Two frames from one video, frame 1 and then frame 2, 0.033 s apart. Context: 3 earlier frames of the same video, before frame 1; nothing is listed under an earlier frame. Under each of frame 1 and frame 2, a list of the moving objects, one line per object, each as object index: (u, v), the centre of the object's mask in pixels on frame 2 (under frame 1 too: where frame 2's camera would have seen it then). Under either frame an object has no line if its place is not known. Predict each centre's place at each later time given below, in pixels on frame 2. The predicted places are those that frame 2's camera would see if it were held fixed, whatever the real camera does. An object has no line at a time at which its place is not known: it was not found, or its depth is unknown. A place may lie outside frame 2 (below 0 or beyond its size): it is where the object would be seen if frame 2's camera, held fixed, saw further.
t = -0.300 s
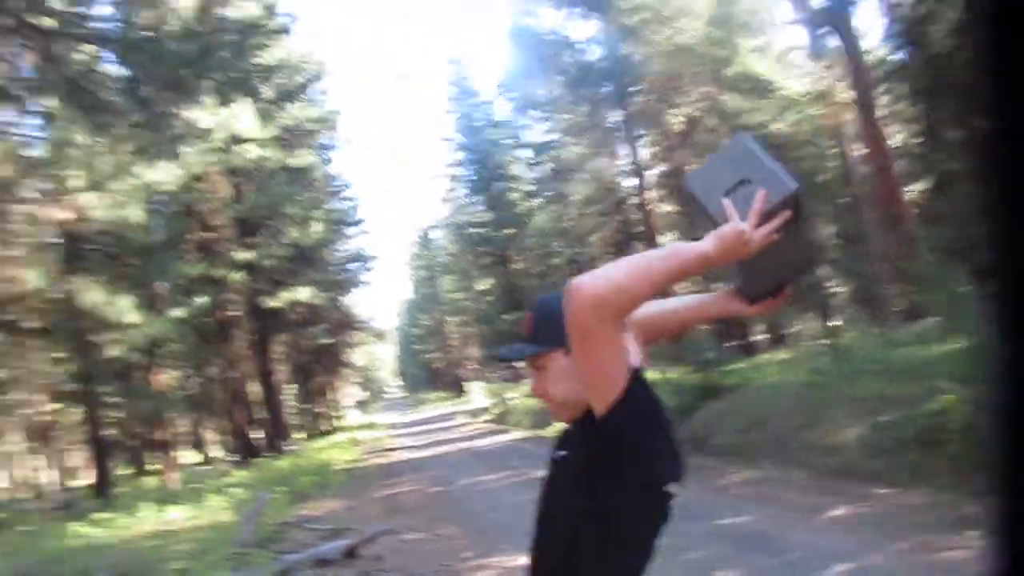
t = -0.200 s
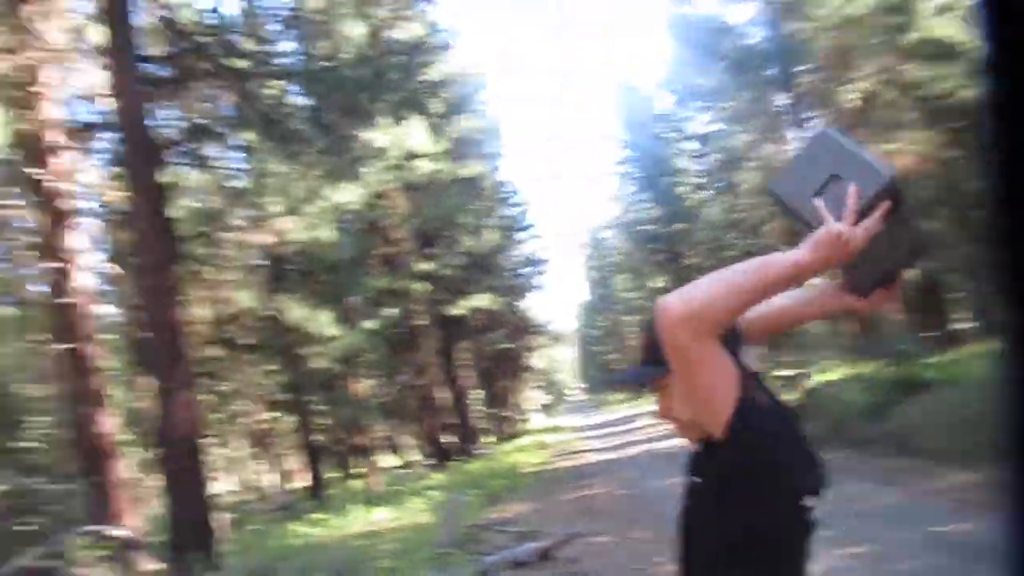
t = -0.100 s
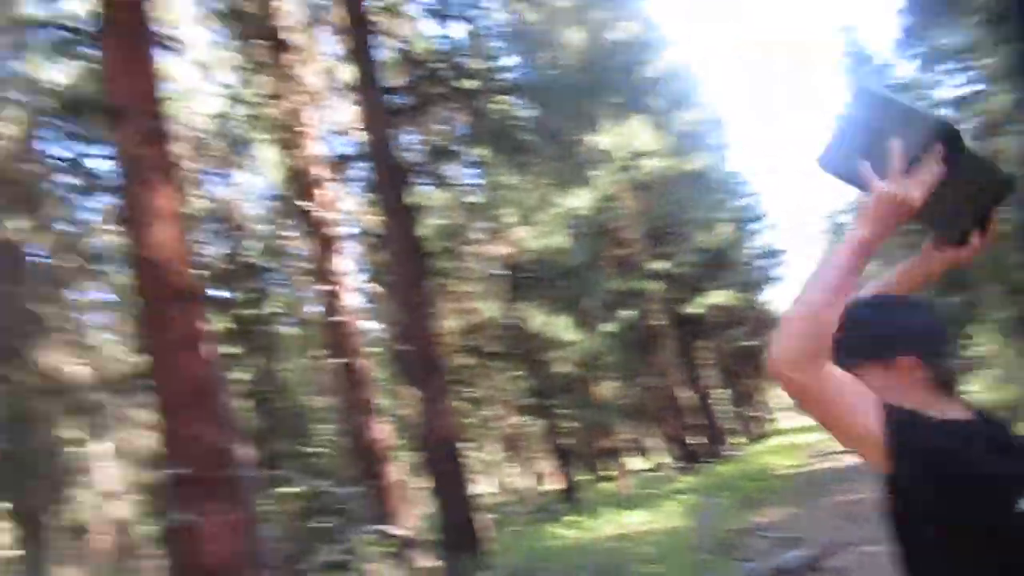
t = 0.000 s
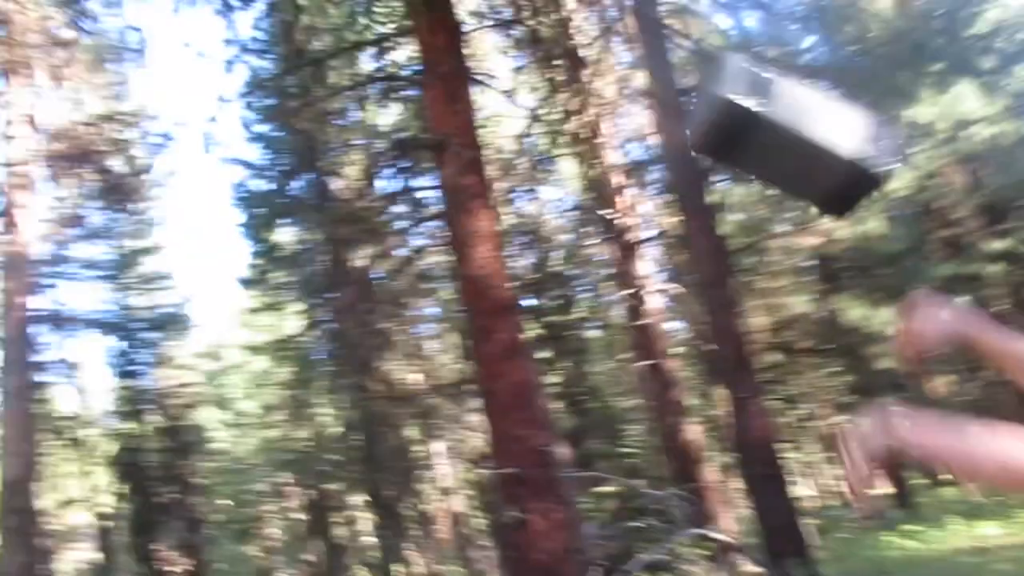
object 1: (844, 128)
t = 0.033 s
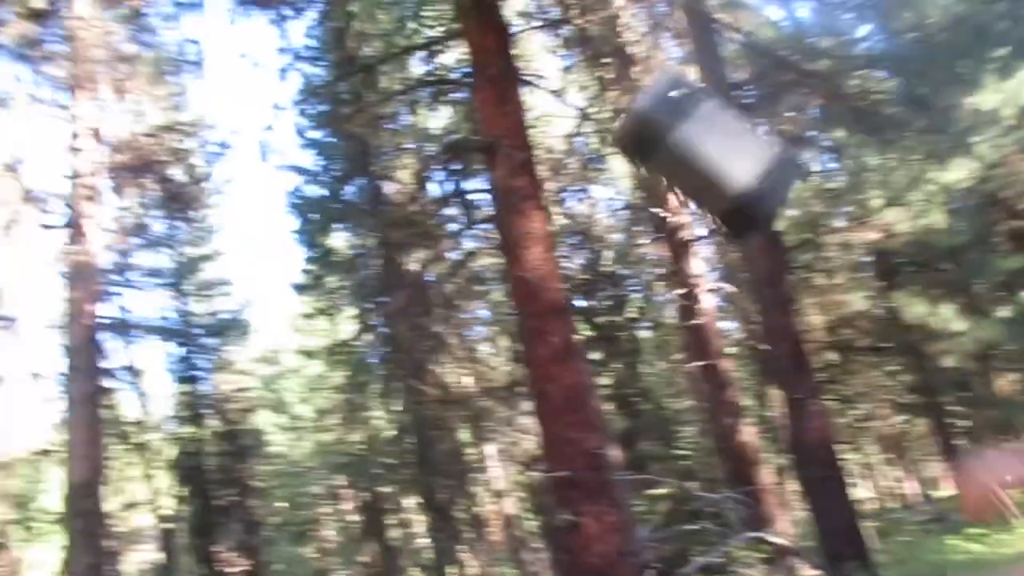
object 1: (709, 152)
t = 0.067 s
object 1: (591, 176)
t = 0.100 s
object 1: (497, 200)
